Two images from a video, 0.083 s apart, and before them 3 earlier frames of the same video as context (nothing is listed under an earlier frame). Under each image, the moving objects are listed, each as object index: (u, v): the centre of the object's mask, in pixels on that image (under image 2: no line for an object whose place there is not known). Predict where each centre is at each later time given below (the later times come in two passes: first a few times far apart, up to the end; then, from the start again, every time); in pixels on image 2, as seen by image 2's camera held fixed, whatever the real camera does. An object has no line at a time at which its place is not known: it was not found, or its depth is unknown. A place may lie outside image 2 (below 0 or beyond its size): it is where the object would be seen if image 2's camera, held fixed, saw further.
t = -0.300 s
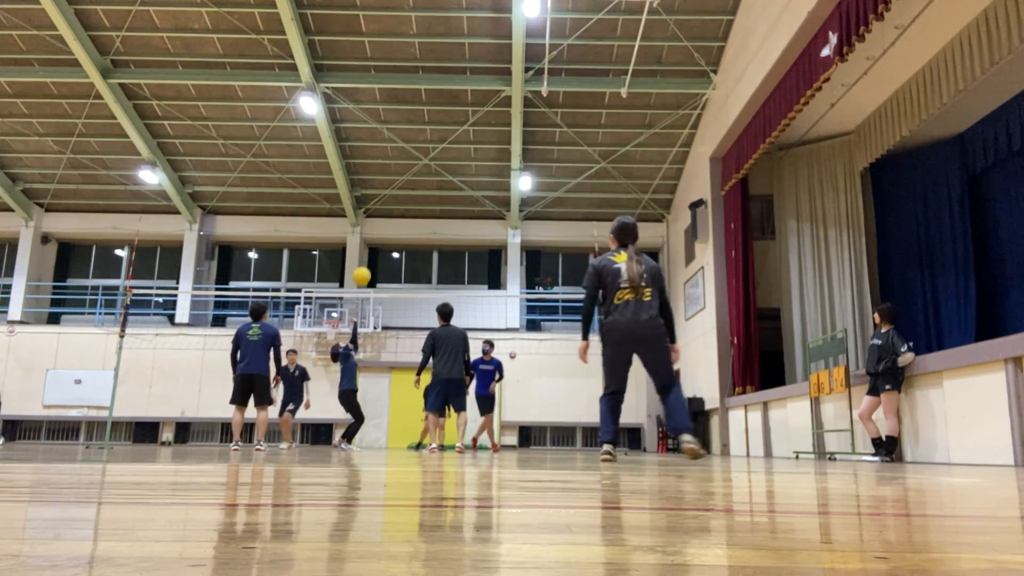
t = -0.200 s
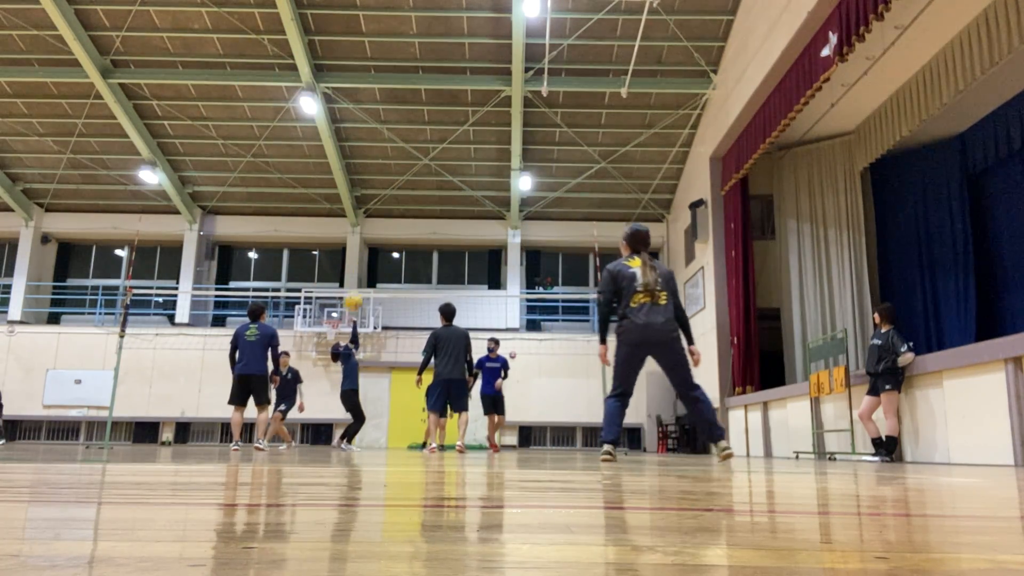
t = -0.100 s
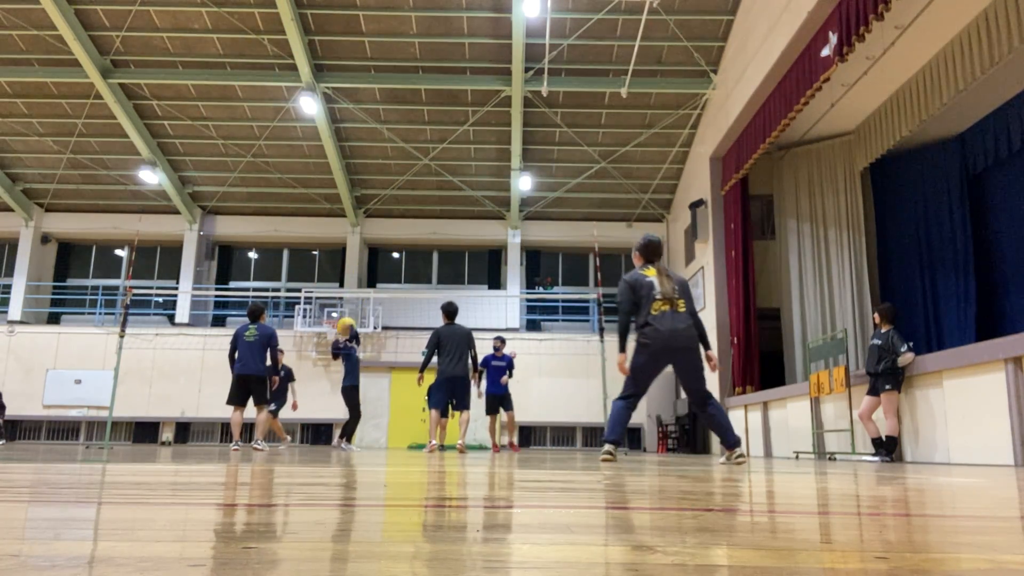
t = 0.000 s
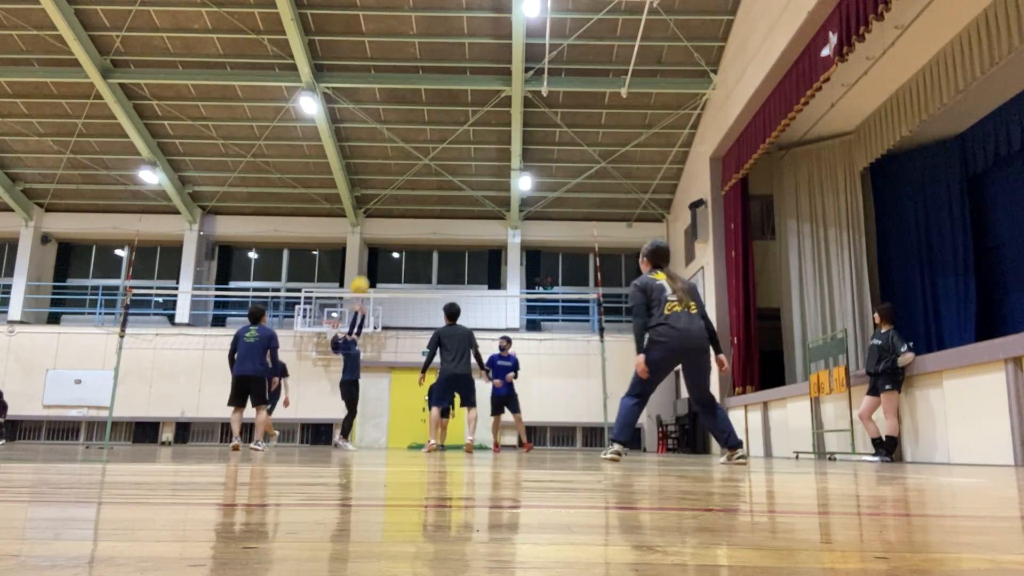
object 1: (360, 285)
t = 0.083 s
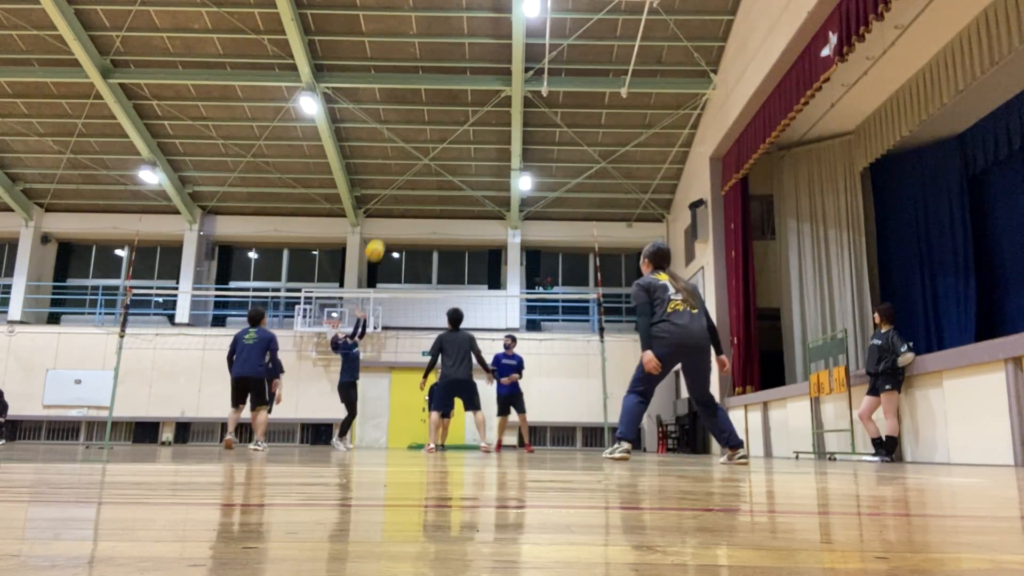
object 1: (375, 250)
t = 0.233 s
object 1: (401, 198)
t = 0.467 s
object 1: (436, 154)
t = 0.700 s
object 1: (466, 147)
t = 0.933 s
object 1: (495, 174)
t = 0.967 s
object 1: (499, 181)
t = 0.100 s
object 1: (378, 244)
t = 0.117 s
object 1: (381, 237)
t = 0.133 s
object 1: (384, 230)
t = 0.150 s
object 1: (387, 224)
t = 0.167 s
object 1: (390, 218)
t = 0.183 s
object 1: (393, 212)
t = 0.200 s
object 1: (395, 208)
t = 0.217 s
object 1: (398, 203)
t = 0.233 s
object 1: (401, 198)
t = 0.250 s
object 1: (403, 194)
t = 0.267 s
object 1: (406, 189)
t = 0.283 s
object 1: (409, 185)
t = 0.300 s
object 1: (412, 181)
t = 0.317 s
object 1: (414, 177)
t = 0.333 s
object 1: (417, 174)
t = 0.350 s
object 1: (419, 171)
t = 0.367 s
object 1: (422, 168)
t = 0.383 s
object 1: (424, 165)
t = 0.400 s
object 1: (427, 163)
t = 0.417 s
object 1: (429, 160)
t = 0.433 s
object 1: (431, 158)
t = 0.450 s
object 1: (434, 155)
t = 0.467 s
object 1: (436, 154)
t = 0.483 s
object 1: (438, 152)
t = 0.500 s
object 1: (440, 151)
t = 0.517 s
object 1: (443, 149)
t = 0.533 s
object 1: (445, 148)
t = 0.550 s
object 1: (447, 147)
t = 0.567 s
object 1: (449, 147)
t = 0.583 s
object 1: (451, 146)
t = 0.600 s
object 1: (454, 146)
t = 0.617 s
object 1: (456, 145)
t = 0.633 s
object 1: (458, 145)
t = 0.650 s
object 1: (460, 146)
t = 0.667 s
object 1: (462, 146)
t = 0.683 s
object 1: (464, 146)
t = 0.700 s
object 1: (466, 147)
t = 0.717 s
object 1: (469, 148)
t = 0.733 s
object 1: (471, 149)
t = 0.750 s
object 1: (473, 150)
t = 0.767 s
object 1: (475, 151)
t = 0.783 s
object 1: (477, 152)
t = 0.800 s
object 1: (479, 154)
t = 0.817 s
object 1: (481, 156)
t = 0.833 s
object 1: (483, 158)
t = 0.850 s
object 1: (485, 160)
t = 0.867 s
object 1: (487, 163)
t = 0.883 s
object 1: (489, 165)
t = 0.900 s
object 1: (491, 168)
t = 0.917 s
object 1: (493, 170)
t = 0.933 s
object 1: (495, 174)
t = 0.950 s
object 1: (497, 177)
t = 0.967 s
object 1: (499, 181)
